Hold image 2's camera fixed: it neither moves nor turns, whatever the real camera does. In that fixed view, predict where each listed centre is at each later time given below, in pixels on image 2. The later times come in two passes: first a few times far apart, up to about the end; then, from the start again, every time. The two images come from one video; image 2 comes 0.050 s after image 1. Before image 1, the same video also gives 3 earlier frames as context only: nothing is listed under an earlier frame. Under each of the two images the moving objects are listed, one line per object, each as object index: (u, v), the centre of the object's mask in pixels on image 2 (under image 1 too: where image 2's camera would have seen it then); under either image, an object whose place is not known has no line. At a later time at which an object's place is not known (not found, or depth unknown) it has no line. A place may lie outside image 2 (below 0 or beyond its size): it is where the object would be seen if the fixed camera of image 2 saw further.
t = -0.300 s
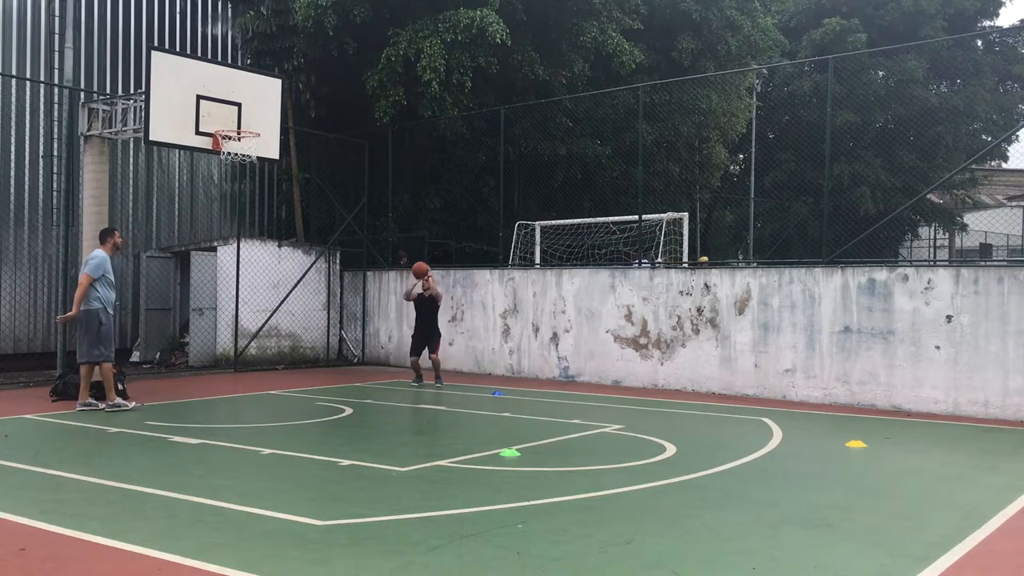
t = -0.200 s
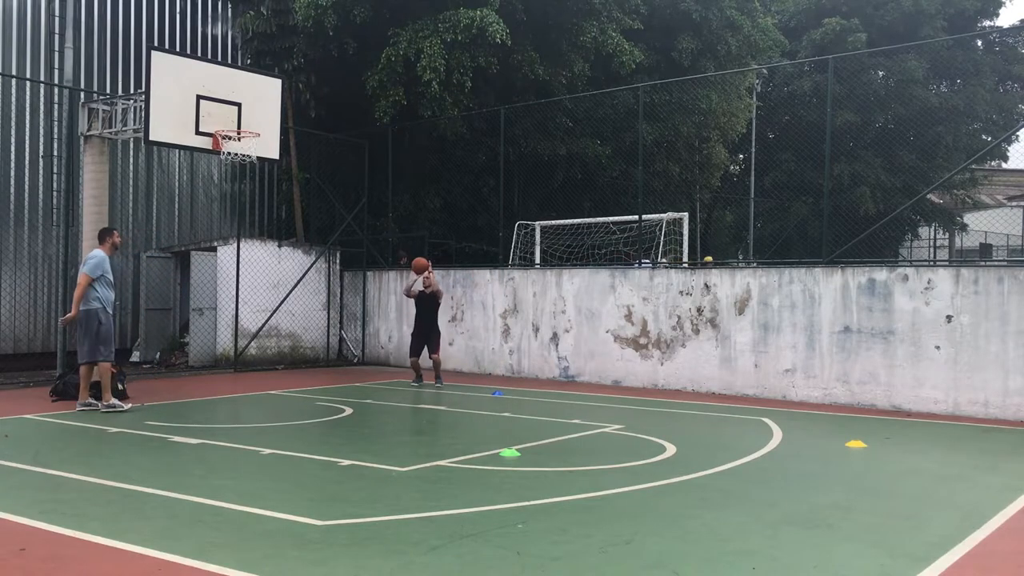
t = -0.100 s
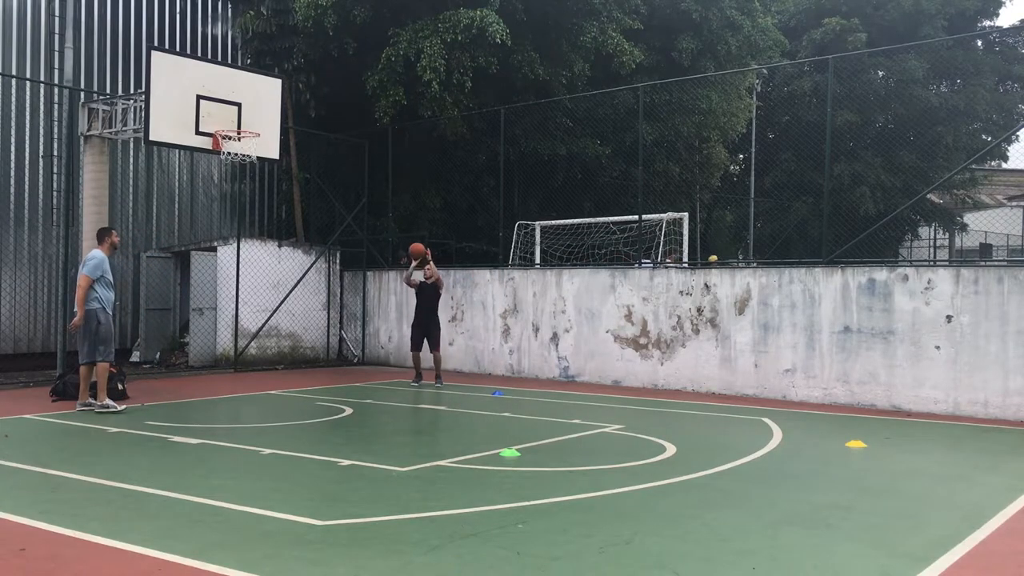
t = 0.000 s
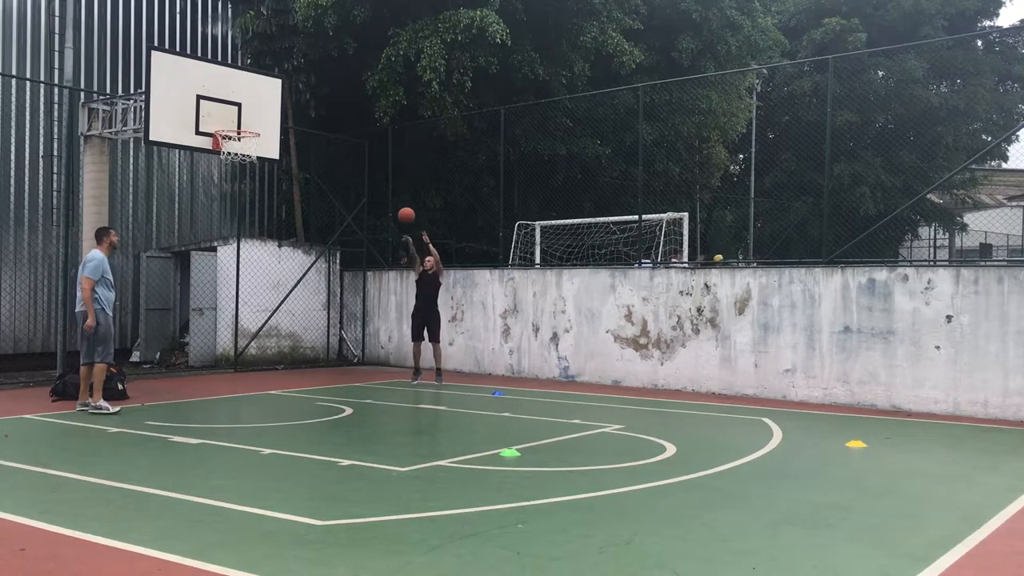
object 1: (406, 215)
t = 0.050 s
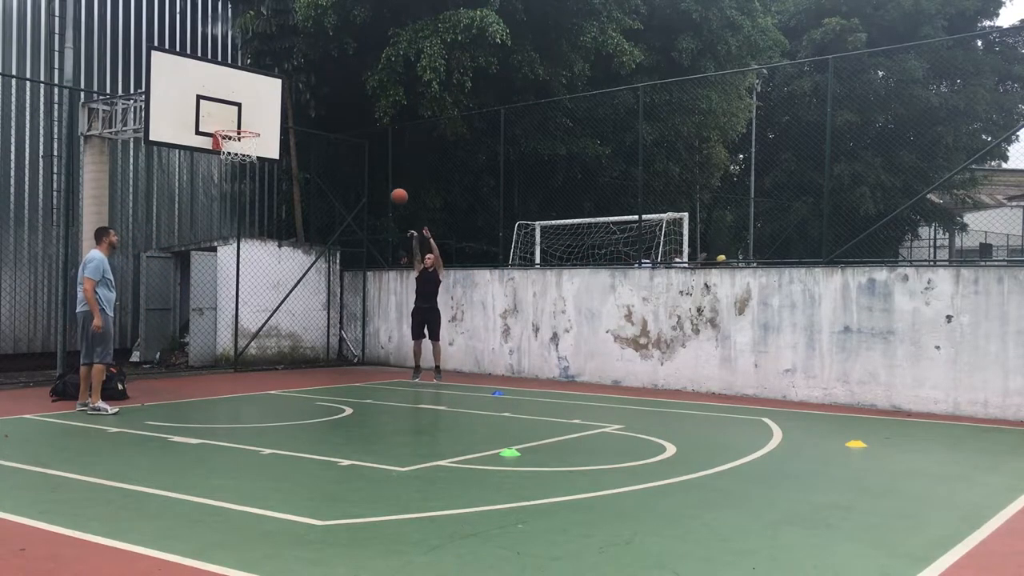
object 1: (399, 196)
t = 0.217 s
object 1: (374, 144)
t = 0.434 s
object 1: (337, 102)
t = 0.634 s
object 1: (299, 91)
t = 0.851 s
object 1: (253, 118)
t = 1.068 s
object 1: (218, 165)
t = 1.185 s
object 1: (203, 201)
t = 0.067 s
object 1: (397, 190)
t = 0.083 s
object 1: (394, 185)
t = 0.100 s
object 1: (392, 179)
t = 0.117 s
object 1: (389, 174)
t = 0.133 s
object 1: (386, 169)
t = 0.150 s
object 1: (384, 163)
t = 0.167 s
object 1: (382, 158)
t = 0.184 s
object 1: (379, 153)
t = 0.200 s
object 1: (376, 149)
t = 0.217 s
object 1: (374, 144)
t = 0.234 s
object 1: (371, 140)
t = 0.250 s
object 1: (368, 136)
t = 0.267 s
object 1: (366, 132)
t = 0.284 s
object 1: (363, 128)
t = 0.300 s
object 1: (360, 124)
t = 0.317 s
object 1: (357, 121)
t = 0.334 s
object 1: (354, 117)
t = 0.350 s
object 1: (352, 114)
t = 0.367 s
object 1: (349, 111)
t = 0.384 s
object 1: (346, 109)
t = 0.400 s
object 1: (343, 106)
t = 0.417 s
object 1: (340, 104)
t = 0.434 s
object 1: (337, 102)
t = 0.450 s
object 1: (334, 100)
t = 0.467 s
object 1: (331, 98)
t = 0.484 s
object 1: (328, 96)
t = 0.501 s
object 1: (325, 95)
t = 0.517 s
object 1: (321, 93)
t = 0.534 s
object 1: (318, 93)
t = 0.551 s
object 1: (315, 92)
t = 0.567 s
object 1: (312, 91)
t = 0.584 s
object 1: (309, 91)
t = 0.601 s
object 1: (305, 91)
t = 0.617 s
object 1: (302, 91)
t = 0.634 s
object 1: (299, 91)
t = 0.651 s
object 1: (295, 92)
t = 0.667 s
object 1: (292, 93)
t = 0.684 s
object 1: (289, 93)
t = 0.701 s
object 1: (285, 95)
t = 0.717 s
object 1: (282, 96)
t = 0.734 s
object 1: (278, 98)
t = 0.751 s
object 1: (275, 100)
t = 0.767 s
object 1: (271, 103)
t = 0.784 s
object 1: (268, 105)
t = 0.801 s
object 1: (264, 108)
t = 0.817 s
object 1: (260, 111)
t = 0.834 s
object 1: (256, 114)
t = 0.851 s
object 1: (253, 118)
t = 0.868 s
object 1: (249, 121)
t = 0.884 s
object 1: (246, 123)
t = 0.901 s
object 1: (241, 130)
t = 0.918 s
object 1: (238, 135)
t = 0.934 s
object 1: (234, 140)
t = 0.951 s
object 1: (232, 142)
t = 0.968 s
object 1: (229, 148)
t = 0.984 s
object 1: (228, 148)
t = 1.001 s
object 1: (226, 150)
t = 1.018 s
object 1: (224, 154)
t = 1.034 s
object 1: (222, 158)
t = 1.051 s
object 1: (219, 161)
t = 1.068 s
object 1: (218, 165)
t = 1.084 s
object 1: (215, 170)
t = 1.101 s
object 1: (214, 175)
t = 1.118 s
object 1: (211, 179)
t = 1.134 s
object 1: (209, 185)
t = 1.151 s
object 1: (207, 190)
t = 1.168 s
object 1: (206, 195)
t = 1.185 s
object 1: (203, 201)
